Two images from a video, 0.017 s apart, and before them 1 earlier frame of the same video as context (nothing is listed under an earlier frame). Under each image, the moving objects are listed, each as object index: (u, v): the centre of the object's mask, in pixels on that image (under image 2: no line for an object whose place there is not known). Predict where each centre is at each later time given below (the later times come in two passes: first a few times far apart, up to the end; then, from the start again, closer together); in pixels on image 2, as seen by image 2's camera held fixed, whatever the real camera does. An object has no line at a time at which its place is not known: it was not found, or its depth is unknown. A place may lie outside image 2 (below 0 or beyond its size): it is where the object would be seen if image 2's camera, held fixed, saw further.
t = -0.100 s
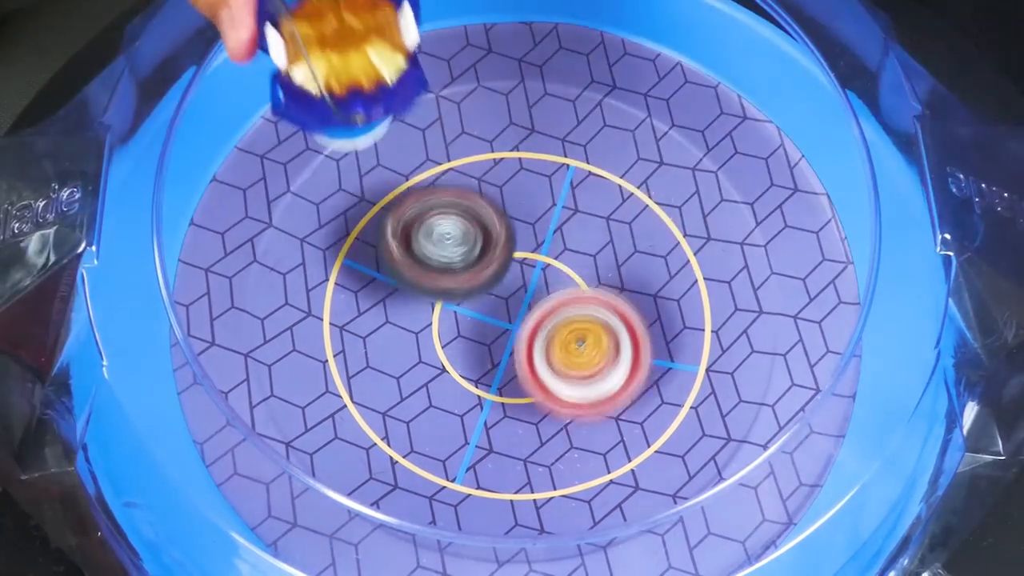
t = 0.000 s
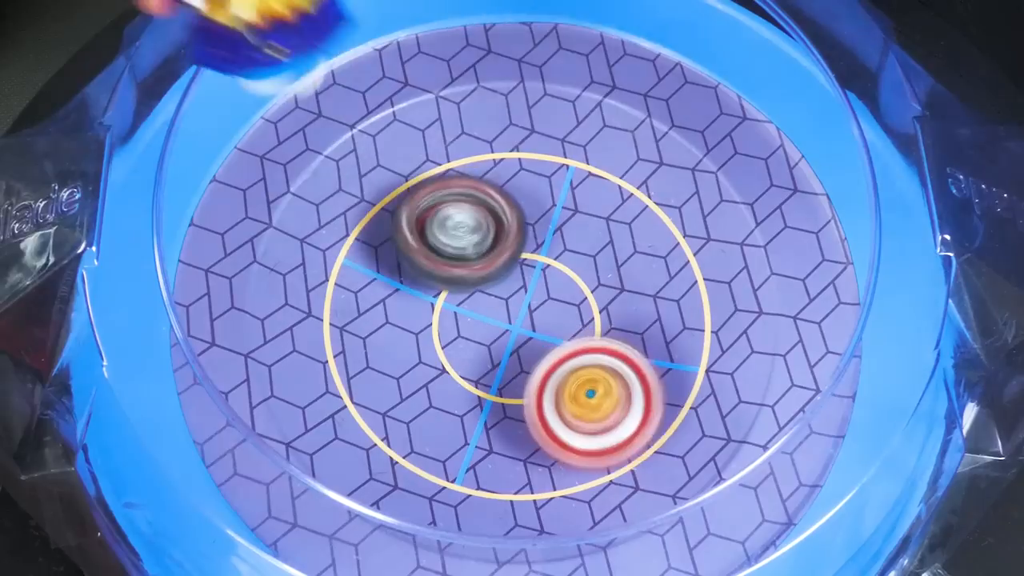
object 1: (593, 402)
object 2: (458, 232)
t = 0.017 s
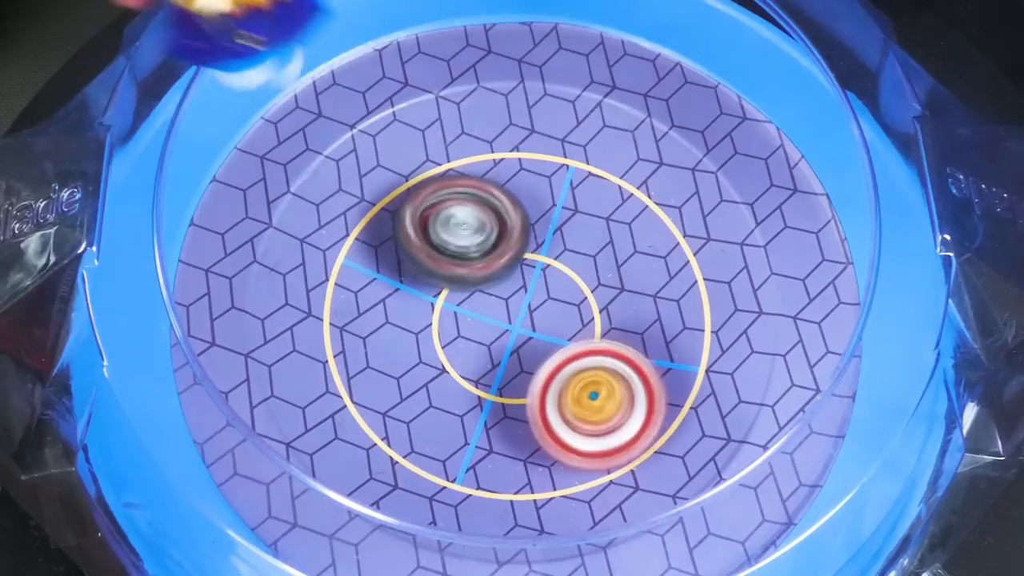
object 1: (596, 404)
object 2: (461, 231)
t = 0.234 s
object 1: (640, 331)
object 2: (495, 271)
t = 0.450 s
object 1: (612, 256)
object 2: (430, 299)
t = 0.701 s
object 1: (528, 286)
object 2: (379, 349)
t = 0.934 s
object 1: (581, 317)
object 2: (451, 365)
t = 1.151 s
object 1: (582, 271)
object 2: (432, 288)
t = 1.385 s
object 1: (510, 286)
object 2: (379, 236)
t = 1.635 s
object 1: (533, 358)
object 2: (403, 237)
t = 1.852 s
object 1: (611, 357)
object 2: (457, 204)
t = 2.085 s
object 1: (546, 295)
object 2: (474, 173)
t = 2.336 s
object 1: (517, 361)
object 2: (495, 171)
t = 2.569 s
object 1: (550, 366)
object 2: (524, 196)
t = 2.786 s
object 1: (537, 332)
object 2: (524, 140)
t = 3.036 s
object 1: (492, 325)
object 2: (522, 197)
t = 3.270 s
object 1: (486, 357)
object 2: (574, 249)
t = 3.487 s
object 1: (512, 338)
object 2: (593, 225)
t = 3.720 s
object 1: (475, 326)
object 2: (546, 216)
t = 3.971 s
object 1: (472, 337)
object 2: (557, 233)
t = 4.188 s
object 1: (480, 316)
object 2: (608, 244)
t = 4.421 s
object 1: (458, 300)
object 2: (621, 280)
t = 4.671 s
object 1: (449, 297)
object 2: (604, 308)
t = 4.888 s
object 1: (466, 281)
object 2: (607, 310)
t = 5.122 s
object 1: (462, 267)
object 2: (616, 324)
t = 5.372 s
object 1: (476, 262)
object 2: (602, 341)
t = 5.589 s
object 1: (482, 254)
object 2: (577, 354)
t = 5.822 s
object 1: (495, 238)
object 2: (554, 367)
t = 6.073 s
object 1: (504, 231)
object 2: (566, 371)
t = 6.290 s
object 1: (513, 240)
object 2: (557, 368)
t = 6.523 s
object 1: (520, 249)
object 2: (518, 376)
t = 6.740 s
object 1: (540, 254)
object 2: (509, 376)
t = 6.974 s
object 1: (556, 247)
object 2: (499, 385)
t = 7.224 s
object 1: (544, 259)
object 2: (474, 398)
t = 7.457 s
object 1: (555, 268)
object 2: (443, 369)
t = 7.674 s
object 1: (570, 279)
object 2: (430, 346)
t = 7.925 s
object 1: (572, 283)
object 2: (446, 355)
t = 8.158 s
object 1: (569, 280)
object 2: (428, 335)
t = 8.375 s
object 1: (565, 288)
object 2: (397, 304)
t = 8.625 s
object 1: (561, 302)
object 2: (397, 285)
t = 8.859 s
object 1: (572, 319)
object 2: (413, 287)
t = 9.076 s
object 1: (556, 315)
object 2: (453, 258)
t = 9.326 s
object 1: (551, 314)
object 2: (508, 213)
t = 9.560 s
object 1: (535, 318)
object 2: (557, 206)
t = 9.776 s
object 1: (506, 329)
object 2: (603, 235)
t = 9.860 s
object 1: (502, 329)
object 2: (609, 255)
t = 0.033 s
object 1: (600, 403)
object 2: (464, 229)
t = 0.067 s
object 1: (605, 399)
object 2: (470, 233)
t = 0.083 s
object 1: (609, 396)
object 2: (472, 234)
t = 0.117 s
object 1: (617, 385)
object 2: (479, 241)
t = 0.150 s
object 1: (625, 372)
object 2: (485, 248)
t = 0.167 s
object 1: (629, 365)
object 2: (488, 253)
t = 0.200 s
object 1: (636, 349)
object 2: (492, 261)
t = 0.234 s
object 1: (640, 331)
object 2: (495, 271)
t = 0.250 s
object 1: (641, 323)
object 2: (496, 277)
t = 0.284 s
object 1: (639, 305)
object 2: (497, 286)
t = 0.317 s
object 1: (635, 289)
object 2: (495, 293)
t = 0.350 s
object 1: (640, 276)
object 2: (476, 295)
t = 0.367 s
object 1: (639, 271)
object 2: (467, 296)
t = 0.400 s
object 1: (632, 262)
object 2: (449, 296)
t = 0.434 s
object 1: (619, 256)
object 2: (436, 298)
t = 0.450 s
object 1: (612, 256)
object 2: (430, 299)
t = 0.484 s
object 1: (593, 254)
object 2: (420, 303)
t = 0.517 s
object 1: (571, 255)
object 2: (414, 307)
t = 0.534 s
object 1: (560, 257)
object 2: (413, 309)
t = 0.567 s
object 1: (540, 260)
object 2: (412, 315)
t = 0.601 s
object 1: (534, 262)
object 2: (404, 322)
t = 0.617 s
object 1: (535, 263)
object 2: (395, 328)
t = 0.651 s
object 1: (533, 270)
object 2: (385, 336)
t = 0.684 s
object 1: (530, 280)
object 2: (379, 346)
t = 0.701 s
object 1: (528, 286)
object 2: (379, 349)
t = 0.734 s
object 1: (527, 298)
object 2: (382, 358)
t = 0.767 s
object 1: (528, 308)
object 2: (390, 365)
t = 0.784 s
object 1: (530, 312)
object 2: (396, 367)
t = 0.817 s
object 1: (536, 317)
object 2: (412, 371)
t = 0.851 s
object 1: (550, 319)
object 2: (424, 372)
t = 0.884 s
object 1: (565, 318)
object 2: (434, 371)
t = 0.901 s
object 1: (571, 318)
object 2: (440, 370)
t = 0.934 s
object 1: (581, 317)
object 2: (451, 365)
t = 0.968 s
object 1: (590, 314)
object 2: (455, 358)
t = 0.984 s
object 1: (592, 311)
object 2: (457, 353)
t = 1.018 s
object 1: (599, 303)
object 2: (455, 343)
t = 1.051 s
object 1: (603, 293)
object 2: (450, 331)
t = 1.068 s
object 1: (602, 288)
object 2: (448, 325)
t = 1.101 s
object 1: (593, 281)
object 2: (446, 311)
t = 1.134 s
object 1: (582, 274)
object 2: (442, 297)
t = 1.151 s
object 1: (582, 271)
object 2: (432, 288)
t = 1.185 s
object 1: (579, 266)
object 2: (415, 274)
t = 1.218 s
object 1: (573, 265)
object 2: (403, 262)
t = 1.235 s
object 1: (567, 265)
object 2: (397, 257)
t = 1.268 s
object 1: (556, 267)
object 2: (388, 248)
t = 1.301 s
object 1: (543, 270)
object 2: (381, 241)
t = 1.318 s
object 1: (537, 272)
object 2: (379, 239)
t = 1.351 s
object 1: (524, 278)
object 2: (377, 236)
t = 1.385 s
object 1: (510, 286)
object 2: (379, 236)
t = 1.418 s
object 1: (499, 297)
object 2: (381, 235)
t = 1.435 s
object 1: (499, 306)
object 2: (379, 233)
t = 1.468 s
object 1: (500, 322)
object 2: (374, 228)
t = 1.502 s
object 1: (505, 335)
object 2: (374, 226)
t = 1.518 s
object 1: (508, 340)
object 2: (375, 226)
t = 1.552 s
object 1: (514, 348)
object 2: (379, 227)
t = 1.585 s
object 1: (521, 355)
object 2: (387, 230)
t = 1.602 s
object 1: (525, 356)
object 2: (391, 232)
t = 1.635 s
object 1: (533, 358)
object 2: (403, 237)
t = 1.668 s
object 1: (540, 357)
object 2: (417, 243)
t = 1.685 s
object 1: (544, 355)
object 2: (425, 247)
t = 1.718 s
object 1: (552, 350)
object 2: (441, 254)
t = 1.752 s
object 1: (564, 346)
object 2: (457, 257)
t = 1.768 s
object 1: (576, 352)
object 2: (457, 247)
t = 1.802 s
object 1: (595, 359)
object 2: (456, 228)
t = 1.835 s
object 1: (607, 359)
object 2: (457, 211)
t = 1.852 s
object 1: (611, 357)
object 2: (457, 204)
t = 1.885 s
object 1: (615, 349)
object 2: (459, 190)
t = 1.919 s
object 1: (611, 339)
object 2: (461, 180)
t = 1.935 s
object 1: (608, 333)
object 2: (461, 177)
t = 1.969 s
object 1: (599, 321)
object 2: (463, 171)
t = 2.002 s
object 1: (586, 310)
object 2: (465, 169)
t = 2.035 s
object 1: (571, 302)
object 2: (468, 169)
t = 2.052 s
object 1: (562, 299)
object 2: (470, 170)
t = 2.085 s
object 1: (546, 295)
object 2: (474, 173)
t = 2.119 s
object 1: (531, 296)
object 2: (479, 179)
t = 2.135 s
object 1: (524, 303)
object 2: (482, 178)
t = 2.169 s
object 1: (514, 318)
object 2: (483, 171)
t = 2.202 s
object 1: (507, 331)
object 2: (485, 167)
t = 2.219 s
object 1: (506, 337)
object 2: (486, 165)
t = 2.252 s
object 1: (506, 346)
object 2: (489, 164)
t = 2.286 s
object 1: (509, 354)
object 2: (490, 165)
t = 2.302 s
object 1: (510, 358)
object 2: (492, 166)
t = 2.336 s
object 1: (517, 361)
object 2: (495, 171)
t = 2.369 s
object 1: (525, 364)
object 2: (498, 178)
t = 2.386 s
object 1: (529, 364)
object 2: (499, 182)
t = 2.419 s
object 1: (536, 361)
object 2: (503, 192)
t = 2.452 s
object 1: (543, 354)
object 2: (508, 202)
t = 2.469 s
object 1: (547, 351)
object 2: (511, 209)
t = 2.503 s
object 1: (551, 345)
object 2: (516, 221)
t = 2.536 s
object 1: (552, 357)
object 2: (521, 211)
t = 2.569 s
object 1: (550, 366)
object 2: (524, 196)
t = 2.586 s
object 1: (550, 368)
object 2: (526, 189)
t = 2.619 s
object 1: (546, 367)
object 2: (527, 176)
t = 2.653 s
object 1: (543, 363)
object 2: (528, 165)
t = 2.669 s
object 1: (542, 359)
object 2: (528, 160)
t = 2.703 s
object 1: (540, 351)
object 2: (527, 151)
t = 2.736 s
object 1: (539, 343)
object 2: (526, 145)
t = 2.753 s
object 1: (539, 339)
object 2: (525, 143)
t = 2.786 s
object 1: (537, 332)
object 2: (524, 140)
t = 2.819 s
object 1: (536, 327)
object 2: (522, 140)
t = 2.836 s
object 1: (534, 326)
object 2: (522, 141)
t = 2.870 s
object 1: (528, 323)
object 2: (520, 146)
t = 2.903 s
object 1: (523, 322)
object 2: (519, 152)
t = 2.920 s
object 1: (519, 321)
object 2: (519, 156)
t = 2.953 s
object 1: (510, 321)
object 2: (518, 166)
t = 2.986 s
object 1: (503, 322)
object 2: (519, 177)
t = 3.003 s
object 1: (499, 323)
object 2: (520, 184)
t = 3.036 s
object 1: (492, 325)
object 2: (522, 197)
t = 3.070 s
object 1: (484, 331)
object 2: (527, 207)
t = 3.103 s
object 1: (480, 337)
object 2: (533, 216)
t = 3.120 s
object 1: (480, 340)
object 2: (536, 221)
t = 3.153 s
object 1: (479, 345)
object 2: (544, 229)
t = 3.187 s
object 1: (480, 350)
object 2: (551, 238)
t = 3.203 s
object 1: (481, 351)
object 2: (554, 242)
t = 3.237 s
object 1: (484, 353)
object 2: (563, 248)
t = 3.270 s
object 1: (486, 357)
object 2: (574, 249)
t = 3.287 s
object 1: (486, 358)
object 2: (580, 248)
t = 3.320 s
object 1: (490, 358)
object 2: (589, 246)
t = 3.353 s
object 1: (495, 355)
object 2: (596, 244)
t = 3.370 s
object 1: (498, 353)
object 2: (598, 242)
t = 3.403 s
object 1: (504, 348)
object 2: (600, 237)
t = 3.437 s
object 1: (509, 344)
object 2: (599, 232)
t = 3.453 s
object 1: (511, 342)
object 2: (598, 230)
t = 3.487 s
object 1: (512, 338)
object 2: (593, 225)
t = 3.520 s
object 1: (509, 333)
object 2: (587, 221)
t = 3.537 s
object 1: (507, 331)
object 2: (584, 219)
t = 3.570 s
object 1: (502, 327)
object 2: (576, 217)
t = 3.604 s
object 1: (497, 325)
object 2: (568, 215)
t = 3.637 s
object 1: (490, 324)
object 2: (561, 213)
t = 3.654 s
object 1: (486, 324)
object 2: (558, 213)
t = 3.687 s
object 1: (479, 325)
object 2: (551, 214)
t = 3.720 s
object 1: (475, 326)
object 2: (546, 216)
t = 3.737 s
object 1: (473, 328)
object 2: (544, 217)
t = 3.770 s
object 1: (471, 330)
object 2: (541, 219)
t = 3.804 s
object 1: (471, 333)
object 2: (540, 220)
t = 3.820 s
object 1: (471, 334)
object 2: (540, 221)
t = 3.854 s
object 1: (471, 336)
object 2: (541, 223)
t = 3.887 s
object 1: (471, 337)
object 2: (544, 226)
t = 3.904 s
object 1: (471, 337)
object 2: (546, 227)
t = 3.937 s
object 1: (471, 338)
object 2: (551, 230)
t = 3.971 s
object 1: (472, 337)
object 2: (557, 233)
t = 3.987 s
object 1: (471, 339)
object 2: (563, 232)
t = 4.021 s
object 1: (469, 337)
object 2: (574, 232)
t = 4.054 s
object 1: (471, 334)
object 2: (584, 232)
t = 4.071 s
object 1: (472, 332)
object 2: (588, 233)
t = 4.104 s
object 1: (474, 328)
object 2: (596, 236)
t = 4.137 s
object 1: (476, 323)
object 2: (602, 238)
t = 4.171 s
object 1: (478, 318)
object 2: (606, 242)
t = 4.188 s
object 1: (480, 316)
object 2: (608, 244)
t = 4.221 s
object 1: (480, 312)
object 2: (609, 249)
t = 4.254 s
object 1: (479, 308)
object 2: (609, 254)
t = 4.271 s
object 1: (478, 306)
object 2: (608, 258)
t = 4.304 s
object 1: (473, 304)
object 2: (609, 264)
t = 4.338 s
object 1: (466, 302)
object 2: (615, 268)
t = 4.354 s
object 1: (463, 302)
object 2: (617, 271)
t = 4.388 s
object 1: (459, 301)
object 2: (620, 276)
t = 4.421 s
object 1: (458, 300)
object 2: (621, 280)
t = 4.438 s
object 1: (458, 300)
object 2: (621, 282)
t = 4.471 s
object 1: (458, 300)
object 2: (619, 285)
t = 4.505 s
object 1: (458, 301)
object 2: (615, 289)
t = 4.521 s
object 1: (458, 301)
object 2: (613, 291)
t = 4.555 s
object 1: (457, 302)
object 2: (606, 295)
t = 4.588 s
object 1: (458, 302)
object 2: (599, 298)
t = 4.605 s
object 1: (456, 301)
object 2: (597, 301)
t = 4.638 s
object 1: (450, 298)
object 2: (601, 304)
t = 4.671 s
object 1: (449, 297)
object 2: (604, 308)
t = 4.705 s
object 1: (451, 295)
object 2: (606, 310)
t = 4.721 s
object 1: (452, 295)
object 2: (606, 311)
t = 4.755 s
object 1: (457, 294)
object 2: (605, 312)
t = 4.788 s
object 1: (462, 293)
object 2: (603, 311)
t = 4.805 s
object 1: (464, 292)
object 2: (602, 311)
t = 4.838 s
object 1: (465, 288)
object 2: (604, 311)
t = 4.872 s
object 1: (465, 283)
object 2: (606, 311)
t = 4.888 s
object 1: (466, 281)
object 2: (607, 310)
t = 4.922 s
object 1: (467, 277)
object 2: (607, 309)
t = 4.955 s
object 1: (469, 275)
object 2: (605, 308)
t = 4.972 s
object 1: (470, 275)
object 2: (604, 308)
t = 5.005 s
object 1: (468, 272)
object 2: (604, 311)
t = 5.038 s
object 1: (463, 269)
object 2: (610, 315)
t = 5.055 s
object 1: (462, 268)
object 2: (612, 317)
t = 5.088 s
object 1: (460, 267)
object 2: (615, 321)
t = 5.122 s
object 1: (462, 267)
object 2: (616, 324)
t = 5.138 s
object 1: (463, 267)
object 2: (617, 326)
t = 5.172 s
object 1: (466, 268)
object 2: (617, 327)
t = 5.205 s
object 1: (470, 270)
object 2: (614, 329)
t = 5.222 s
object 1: (472, 270)
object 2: (613, 329)
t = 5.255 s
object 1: (475, 272)
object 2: (607, 329)
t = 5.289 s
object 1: (478, 272)
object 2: (600, 329)
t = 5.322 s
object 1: (476, 268)
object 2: (601, 334)
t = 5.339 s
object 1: (476, 266)
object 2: (601, 337)
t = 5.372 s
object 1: (476, 262)
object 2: (602, 341)
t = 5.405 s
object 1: (476, 260)
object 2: (600, 345)
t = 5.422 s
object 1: (477, 260)
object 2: (599, 346)
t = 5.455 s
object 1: (478, 259)
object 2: (595, 347)
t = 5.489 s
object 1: (481, 260)
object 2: (590, 348)
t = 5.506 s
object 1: (482, 260)
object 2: (586, 347)
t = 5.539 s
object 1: (483, 260)
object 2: (581, 348)
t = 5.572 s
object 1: (483, 257)
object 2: (577, 351)
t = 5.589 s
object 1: (482, 254)
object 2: (577, 354)
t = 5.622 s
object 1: (482, 251)
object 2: (574, 358)
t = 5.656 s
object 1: (483, 248)
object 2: (572, 361)
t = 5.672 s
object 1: (484, 248)
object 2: (570, 362)
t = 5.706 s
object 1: (487, 247)
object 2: (565, 361)
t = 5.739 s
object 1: (490, 248)
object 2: (561, 359)
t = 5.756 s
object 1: (491, 248)
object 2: (558, 358)
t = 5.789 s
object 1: (493, 243)
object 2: (555, 362)
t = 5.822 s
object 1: (495, 238)
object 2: (554, 367)
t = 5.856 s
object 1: (498, 236)
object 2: (555, 370)
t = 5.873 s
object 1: (500, 236)
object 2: (554, 370)
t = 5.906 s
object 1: (503, 236)
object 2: (557, 368)
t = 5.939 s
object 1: (505, 239)
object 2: (558, 364)
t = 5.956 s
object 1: (505, 240)
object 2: (558, 362)
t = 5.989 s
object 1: (505, 243)
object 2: (559, 356)
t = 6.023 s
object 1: (504, 236)
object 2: (561, 363)
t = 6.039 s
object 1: (504, 233)
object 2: (563, 367)
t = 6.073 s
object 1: (504, 231)
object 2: (566, 371)
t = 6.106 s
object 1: (506, 231)
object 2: (568, 374)
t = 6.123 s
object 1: (507, 233)
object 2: (569, 374)
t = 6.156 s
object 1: (509, 236)
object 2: (569, 373)
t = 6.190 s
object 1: (510, 240)
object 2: (568, 371)
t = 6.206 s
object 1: (511, 242)
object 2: (568, 369)
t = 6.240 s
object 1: (512, 245)
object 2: (563, 365)
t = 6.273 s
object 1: (512, 244)
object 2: (559, 365)
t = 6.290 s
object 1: (513, 240)
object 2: (557, 368)
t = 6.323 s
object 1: (515, 236)
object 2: (553, 374)
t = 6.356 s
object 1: (517, 236)
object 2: (549, 378)
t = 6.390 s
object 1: (518, 238)
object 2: (544, 380)
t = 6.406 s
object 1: (518, 240)
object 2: (540, 380)
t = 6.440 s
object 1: (519, 244)
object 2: (534, 380)
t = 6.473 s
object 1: (519, 247)
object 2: (528, 378)
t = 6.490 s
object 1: (519, 249)
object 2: (524, 376)
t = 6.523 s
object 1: (520, 249)
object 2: (518, 376)
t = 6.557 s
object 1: (524, 248)
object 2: (510, 380)
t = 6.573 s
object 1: (526, 248)
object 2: (508, 381)
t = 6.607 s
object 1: (530, 249)
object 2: (503, 383)
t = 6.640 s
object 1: (532, 250)
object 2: (503, 383)
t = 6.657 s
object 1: (533, 251)
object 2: (503, 383)
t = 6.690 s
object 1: (535, 253)
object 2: (505, 381)
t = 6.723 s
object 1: (538, 254)
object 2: (508, 378)
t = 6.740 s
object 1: (540, 254)
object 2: (509, 376)
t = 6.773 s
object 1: (544, 251)
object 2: (508, 379)
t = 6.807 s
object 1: (548, 251)
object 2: (508, 382)
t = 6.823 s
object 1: (550, 251)
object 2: (509, 382)
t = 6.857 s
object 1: (551, 252)
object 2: (509, 382)
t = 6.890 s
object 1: (552, 254)
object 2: (510, 379)
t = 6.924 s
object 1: (551, 256)
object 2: (510, 376)
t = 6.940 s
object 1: (551, 256)
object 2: (508, 375)
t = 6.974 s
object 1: (556, 247)
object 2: (499, 385)
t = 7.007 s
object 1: (560, 240)
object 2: (491, 394)
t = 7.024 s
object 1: (561, 238)
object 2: (488, 397)
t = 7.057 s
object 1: (560, 237)
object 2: (481, 403)
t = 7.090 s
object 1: (558, 238)
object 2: (477, 406)
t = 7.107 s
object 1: (557, 240)
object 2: (476, 407)
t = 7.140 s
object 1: (554, 244)
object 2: (474, 407)
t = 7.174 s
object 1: (550, 249)
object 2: (473, 405)
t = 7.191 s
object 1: (548, 253)
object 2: (473, 404)
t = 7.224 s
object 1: (544, 259)
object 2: (474, 398)
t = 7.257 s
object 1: (541, 265)
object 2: (475, 390)
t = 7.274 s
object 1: (540, 267)
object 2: (477, 386)
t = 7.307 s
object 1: (540, 268)
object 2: (474, 379)
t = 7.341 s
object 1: (547, 263)
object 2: (464, 380)
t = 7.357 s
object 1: (550, 262)
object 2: (459, 379)
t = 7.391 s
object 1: (553, 262)
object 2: (452, 377)
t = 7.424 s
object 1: (554, 265)
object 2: (447, 373)
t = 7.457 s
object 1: (555, 268)
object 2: (443, 369)
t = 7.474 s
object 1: (555, 269)
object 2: (442, 366)
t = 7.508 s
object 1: (555, 273)
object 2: (443, 359)
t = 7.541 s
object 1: (556, 276)
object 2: (445, 351)
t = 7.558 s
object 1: (557, 276)
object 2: (444, 349)
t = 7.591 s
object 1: (563, 276)
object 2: (439, 345)
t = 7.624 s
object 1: (568, 276)
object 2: (434, 344)
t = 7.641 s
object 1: (569, 277)
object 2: (431, 345)
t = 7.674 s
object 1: (570, 279)
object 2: (430, 346)
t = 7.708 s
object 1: (570, 281)
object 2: (432, 347)
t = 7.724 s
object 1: (569, 282)
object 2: (435, 349)
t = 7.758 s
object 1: (567, 284)
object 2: (441, 349)
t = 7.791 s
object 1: (565, 285)
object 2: (446, 350)
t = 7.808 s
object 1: (569, 284)
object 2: (446, 350)
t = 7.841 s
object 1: (574, 282)
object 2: (443, 354)
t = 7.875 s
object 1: (574, 283)
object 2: (443, 355)
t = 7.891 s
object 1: (573, 283)
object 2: (443, 356)
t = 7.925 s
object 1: (572, 283)
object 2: (446, 355)
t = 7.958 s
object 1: (569, 283)
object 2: (451, 353)
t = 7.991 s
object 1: (575, 280)
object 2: (444, 351)
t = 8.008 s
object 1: (580, 279)
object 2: (440, 351)
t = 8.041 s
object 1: (583, 278)
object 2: (432, 350)
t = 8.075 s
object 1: (581, 278)
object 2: (426, 347)
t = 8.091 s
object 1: (580, 278)
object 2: (425, 345)
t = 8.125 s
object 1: (575, 279)
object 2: (425, 340)
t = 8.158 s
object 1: (569, 280)
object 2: (428, 335)
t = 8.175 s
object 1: (567, 281)
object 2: (430, 332)
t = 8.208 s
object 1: (565, 282)
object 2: (432, 325)
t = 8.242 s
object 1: (572, 281)
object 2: (420, 319)
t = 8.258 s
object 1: (573, 281)
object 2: (414, 316)
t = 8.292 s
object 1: (572, 283)
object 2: (405, 311)
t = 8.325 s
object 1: (570, 285)
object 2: (400, 308)
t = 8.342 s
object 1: (569, 286)
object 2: (399, 307)
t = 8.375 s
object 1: (565, 288)
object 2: (397, 304)
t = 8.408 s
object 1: (561, 290)
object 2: (399, 303)
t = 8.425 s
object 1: (560, 291)
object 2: (401, 302)
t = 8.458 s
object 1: (556, 293)
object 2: (408, 301)
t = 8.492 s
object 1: (554, 294)
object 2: (415, 298)
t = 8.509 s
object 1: (559, 295)
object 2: (411, 296)
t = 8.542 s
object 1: (564, 299)
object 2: (406, 290)
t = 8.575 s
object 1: (564, 300)
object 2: (400, 287)
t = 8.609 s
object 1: (562, 302)
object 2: (397, 285)
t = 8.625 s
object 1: (561, 302)
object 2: (397, 285)
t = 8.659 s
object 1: (558, 302)
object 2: (399, 285)
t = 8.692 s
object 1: (554, 302)
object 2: (404, 286)
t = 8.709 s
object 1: (553, 302)
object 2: (408, 287)
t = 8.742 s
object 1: (553, 302)
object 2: (414, 285)
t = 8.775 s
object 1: (554, 303)
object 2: (417, 279)
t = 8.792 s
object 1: (555, 305)
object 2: (418, 278)
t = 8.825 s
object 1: (567, 313)
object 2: (413, 290)
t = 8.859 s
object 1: (572, 319)
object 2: (413, 287)
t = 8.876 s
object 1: (572, 320)
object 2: (413, 285)
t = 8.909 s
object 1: (571, 321)
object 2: (415, 281)
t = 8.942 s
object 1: (567, 321)
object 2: (421, 278)
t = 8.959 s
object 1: (565, 320)
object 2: (422, 274)
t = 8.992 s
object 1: (561, 318)
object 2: (431, 271)
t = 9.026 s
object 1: (557, 315)
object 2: (441, 267)
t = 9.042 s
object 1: (555, 314)
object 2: (446, 265)
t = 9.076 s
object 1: (556, 315)
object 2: (453, 258)
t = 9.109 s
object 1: (561, 318)
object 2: (459, 249)
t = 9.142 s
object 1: (561, 319)
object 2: (464, 240)
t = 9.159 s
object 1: (561, 319)
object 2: (468, 237)
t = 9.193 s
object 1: (560, 318)
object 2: (476, 230)
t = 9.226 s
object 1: (558, 317)
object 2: (482, 223)
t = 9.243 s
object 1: (557, 317)
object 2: (487, 221)
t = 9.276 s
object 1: (554, 315)
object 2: (494, 217)
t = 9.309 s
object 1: (552, 315)
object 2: (502, 214)
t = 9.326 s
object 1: (551, 314)
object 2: (508, 213)
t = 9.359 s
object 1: (548, 313)
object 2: (516, 210)
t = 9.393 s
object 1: (546, 314)
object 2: (523, 208)
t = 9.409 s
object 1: (544, 316)
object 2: (528, 206)
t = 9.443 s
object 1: (541, 320)
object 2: (533, 204)
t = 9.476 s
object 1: (539, 320)
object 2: (539, 202)
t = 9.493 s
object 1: (538, 320)
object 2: (543, 202)
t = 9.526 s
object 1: (538, 319)
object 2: (550, 203)
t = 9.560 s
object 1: (535, 318)
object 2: (557, 206)
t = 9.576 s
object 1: (534, 317)
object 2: (561, 208)
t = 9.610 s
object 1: (532, 317)
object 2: (567, 212)
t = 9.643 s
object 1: (529, 318)
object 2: (575, 216)
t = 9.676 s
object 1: (526, 319)
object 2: (583, 221)
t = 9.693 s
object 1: (525, 319)
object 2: (586, 224)
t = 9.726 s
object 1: (517, 321)
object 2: (593, 229)
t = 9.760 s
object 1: (508, 327)
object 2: (600, 231)
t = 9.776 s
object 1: (506, 329)
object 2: (603, 235)
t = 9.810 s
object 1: (503, 329)
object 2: (607, 241)
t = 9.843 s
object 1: (502, 329)
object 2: (608, 250)
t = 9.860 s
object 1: (502, 329)
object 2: (609, 255)
